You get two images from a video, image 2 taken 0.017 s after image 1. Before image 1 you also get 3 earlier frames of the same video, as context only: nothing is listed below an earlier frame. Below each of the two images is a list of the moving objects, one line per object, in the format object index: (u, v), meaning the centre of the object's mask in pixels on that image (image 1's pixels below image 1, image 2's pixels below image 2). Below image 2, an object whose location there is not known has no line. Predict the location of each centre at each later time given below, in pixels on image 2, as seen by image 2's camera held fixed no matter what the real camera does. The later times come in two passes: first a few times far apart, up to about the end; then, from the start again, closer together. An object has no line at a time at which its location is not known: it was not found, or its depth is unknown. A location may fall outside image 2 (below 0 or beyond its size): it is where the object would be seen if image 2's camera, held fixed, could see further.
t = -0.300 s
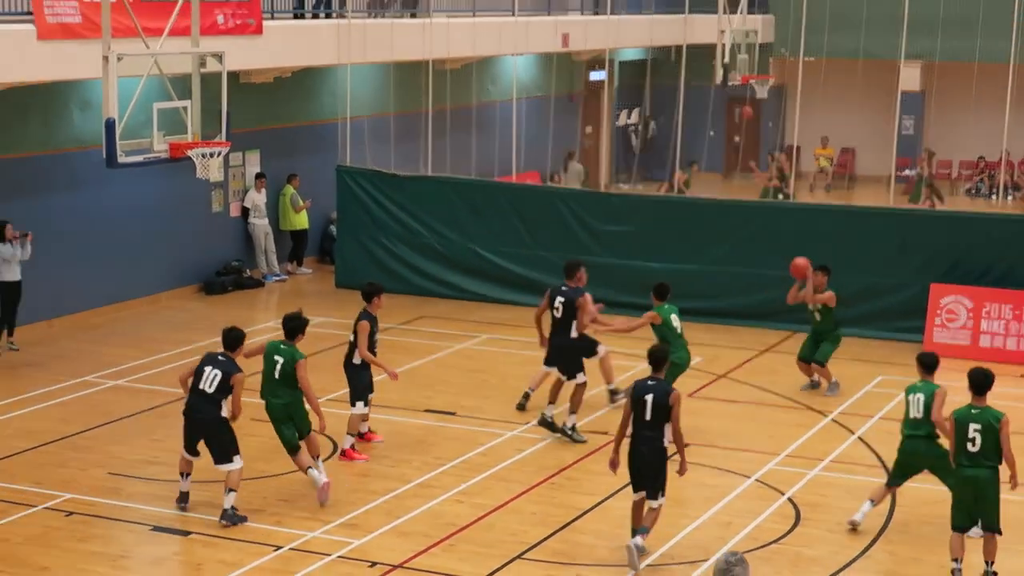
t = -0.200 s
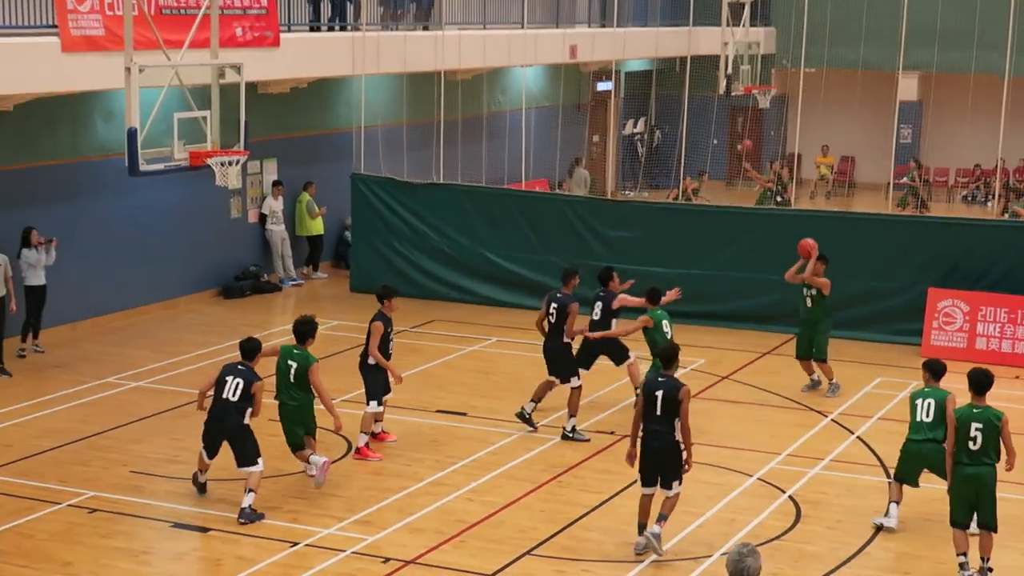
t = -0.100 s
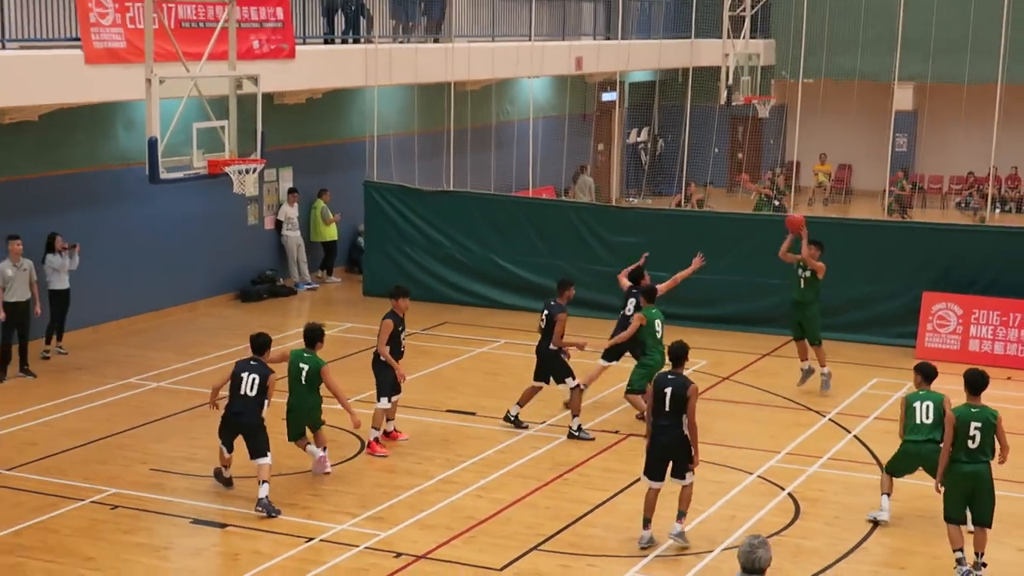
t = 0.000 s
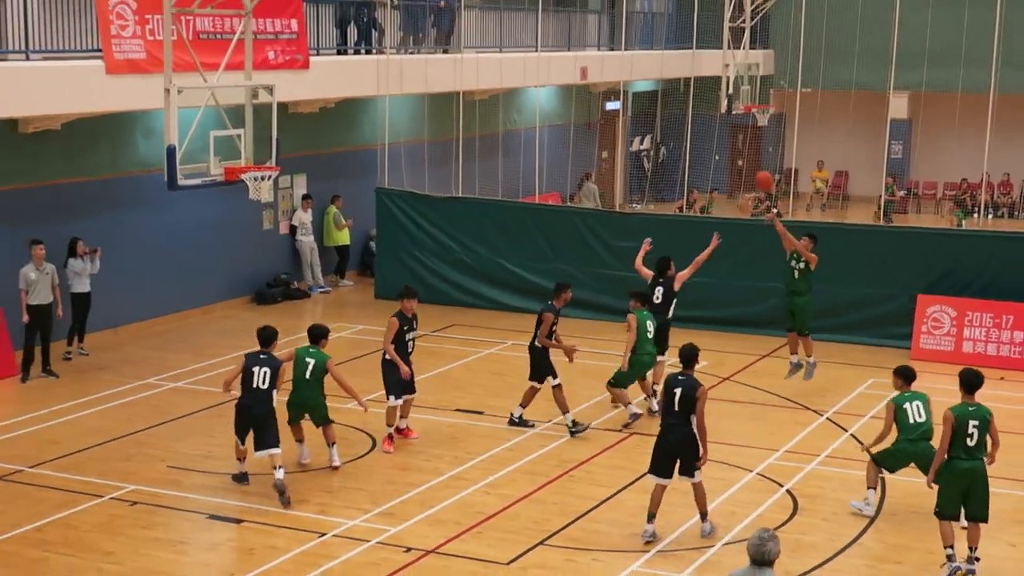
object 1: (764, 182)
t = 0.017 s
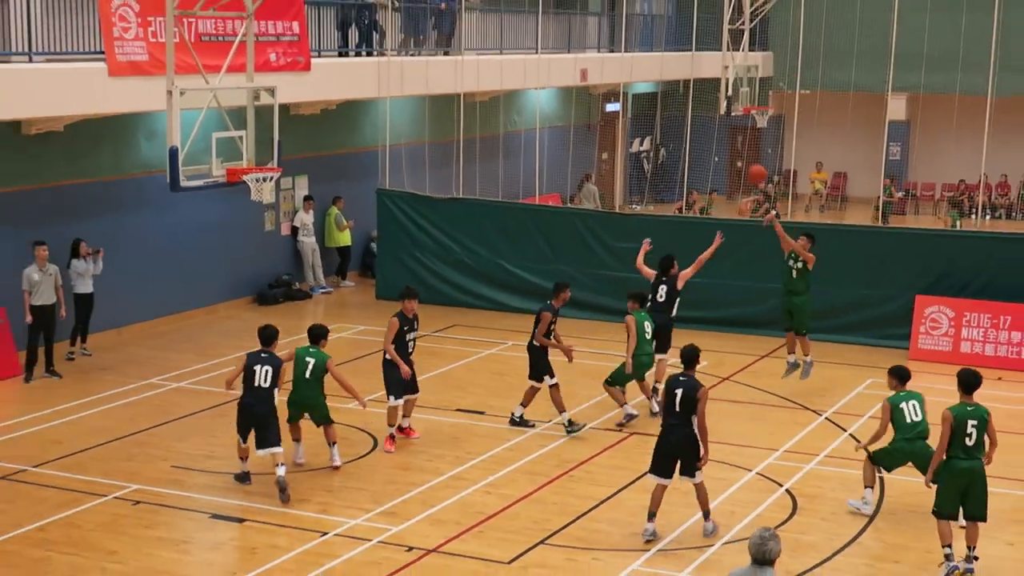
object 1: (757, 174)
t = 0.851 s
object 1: (422, 36)
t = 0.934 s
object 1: (386, 51)
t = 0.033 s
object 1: (750, 167)
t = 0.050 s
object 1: (743, 160)
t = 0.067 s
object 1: (737, 153)
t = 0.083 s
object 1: (731, 145)
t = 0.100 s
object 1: (725, 139)
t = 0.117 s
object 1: (717, 132)
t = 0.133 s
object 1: (710, 126)
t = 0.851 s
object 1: (422, 36)
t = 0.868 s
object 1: (415, 38)
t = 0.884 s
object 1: (408, 41)
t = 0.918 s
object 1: (393, 47)
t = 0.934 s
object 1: (386, 51)
